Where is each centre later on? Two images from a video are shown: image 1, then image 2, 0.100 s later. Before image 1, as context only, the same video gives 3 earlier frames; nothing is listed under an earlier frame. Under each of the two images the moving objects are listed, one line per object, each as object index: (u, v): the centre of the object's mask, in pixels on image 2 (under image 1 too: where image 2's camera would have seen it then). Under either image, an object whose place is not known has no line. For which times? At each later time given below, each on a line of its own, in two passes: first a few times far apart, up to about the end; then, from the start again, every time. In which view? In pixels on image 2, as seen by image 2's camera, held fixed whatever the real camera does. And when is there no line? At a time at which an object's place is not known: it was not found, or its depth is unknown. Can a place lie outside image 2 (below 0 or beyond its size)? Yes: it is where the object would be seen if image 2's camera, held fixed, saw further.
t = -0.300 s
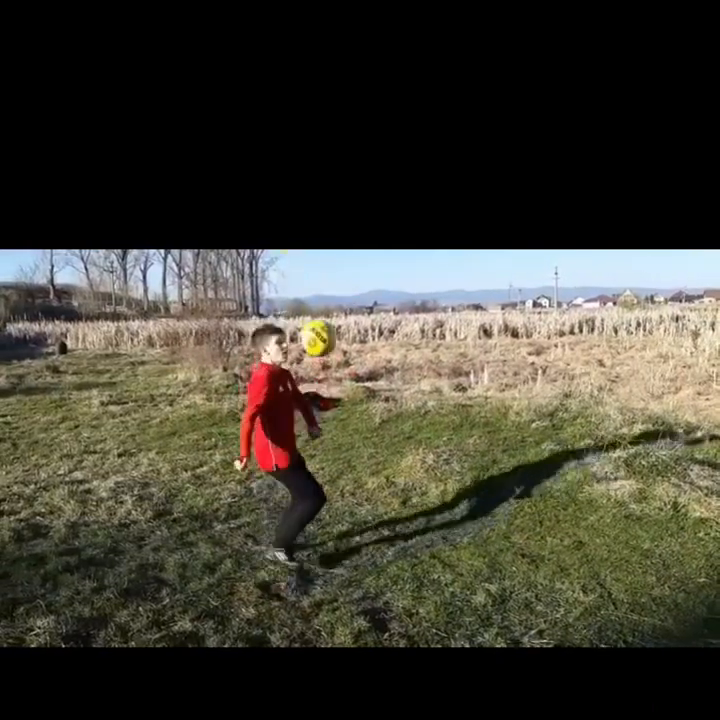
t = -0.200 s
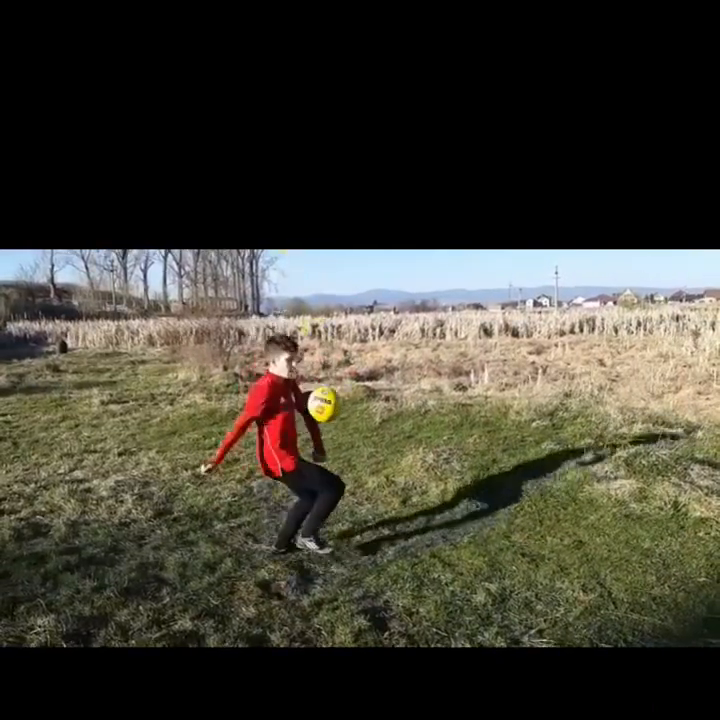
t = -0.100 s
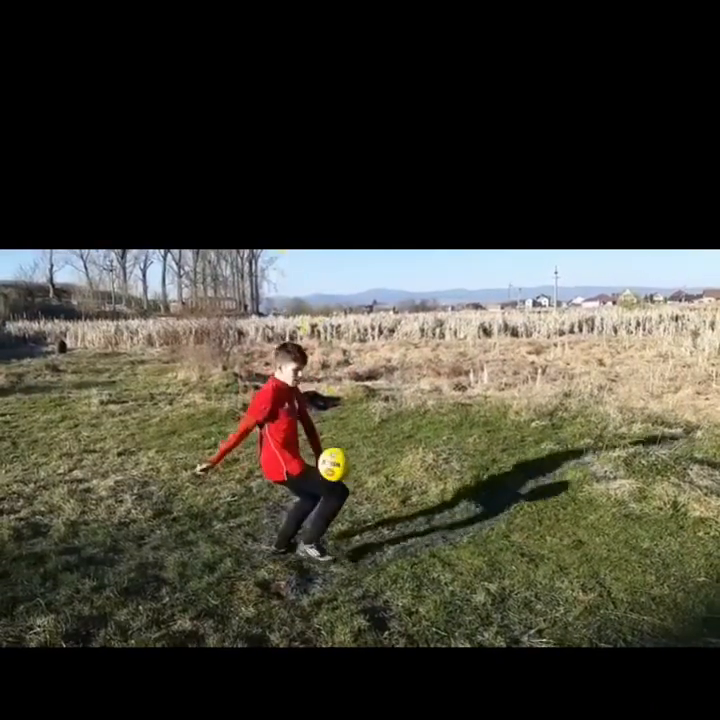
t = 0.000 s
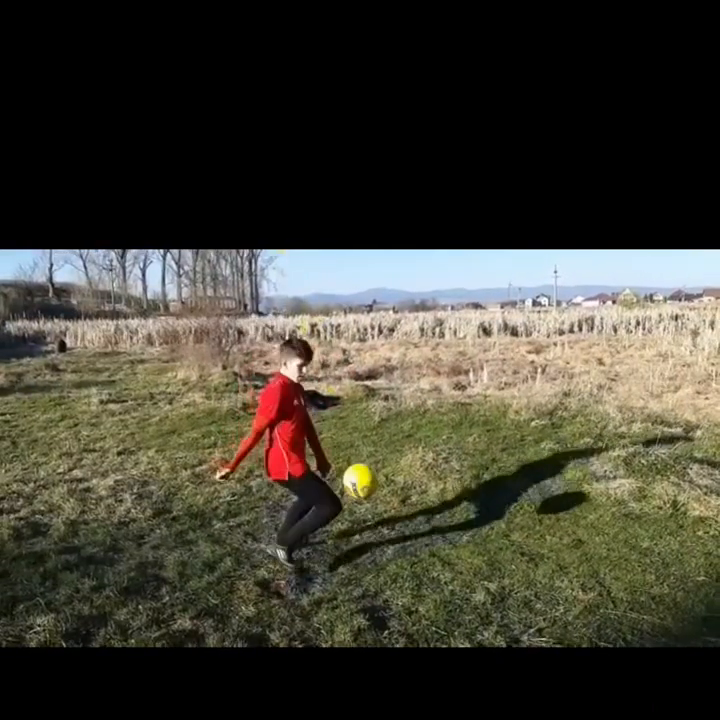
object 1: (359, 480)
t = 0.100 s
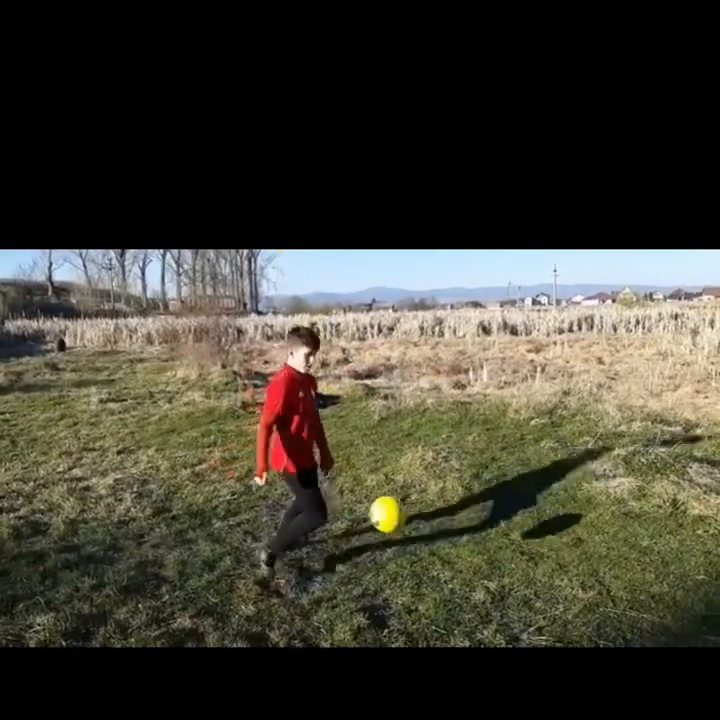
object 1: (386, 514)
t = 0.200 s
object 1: (415, 567)
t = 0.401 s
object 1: (466, 548)
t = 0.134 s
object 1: (396, 530)
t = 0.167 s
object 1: (406, 547)
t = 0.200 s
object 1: (415, 567)
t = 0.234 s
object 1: (426, 585)
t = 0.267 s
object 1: (432, 576)
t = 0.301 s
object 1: (439, 566)
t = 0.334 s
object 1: (449, 558)
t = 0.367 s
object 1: (457, 552)
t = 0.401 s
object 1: (466, 548)
